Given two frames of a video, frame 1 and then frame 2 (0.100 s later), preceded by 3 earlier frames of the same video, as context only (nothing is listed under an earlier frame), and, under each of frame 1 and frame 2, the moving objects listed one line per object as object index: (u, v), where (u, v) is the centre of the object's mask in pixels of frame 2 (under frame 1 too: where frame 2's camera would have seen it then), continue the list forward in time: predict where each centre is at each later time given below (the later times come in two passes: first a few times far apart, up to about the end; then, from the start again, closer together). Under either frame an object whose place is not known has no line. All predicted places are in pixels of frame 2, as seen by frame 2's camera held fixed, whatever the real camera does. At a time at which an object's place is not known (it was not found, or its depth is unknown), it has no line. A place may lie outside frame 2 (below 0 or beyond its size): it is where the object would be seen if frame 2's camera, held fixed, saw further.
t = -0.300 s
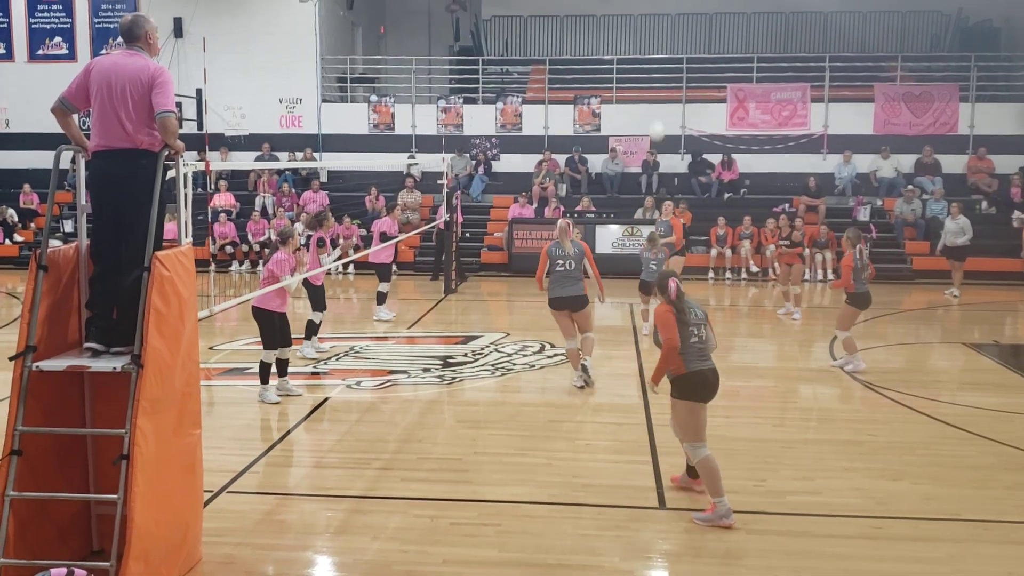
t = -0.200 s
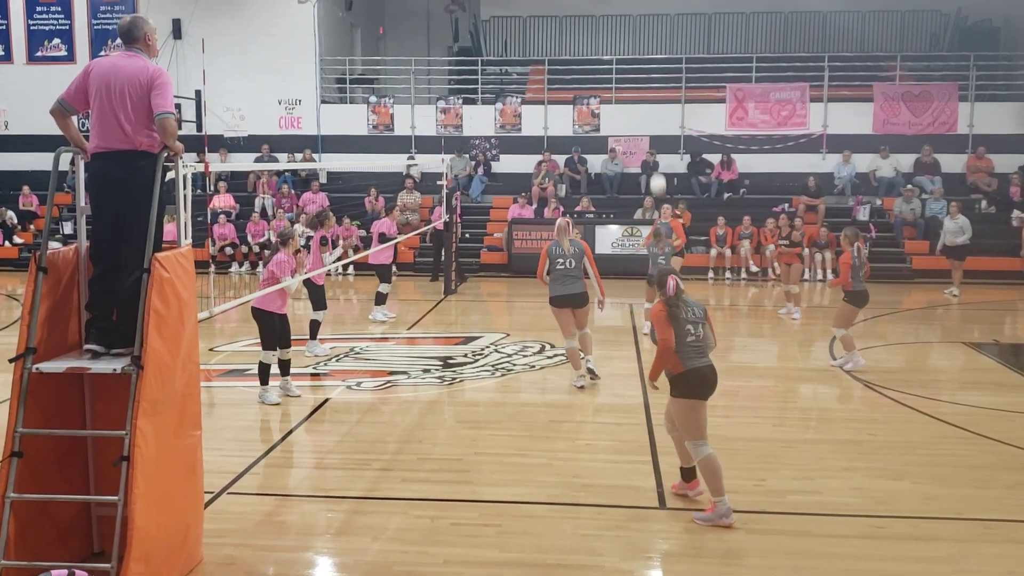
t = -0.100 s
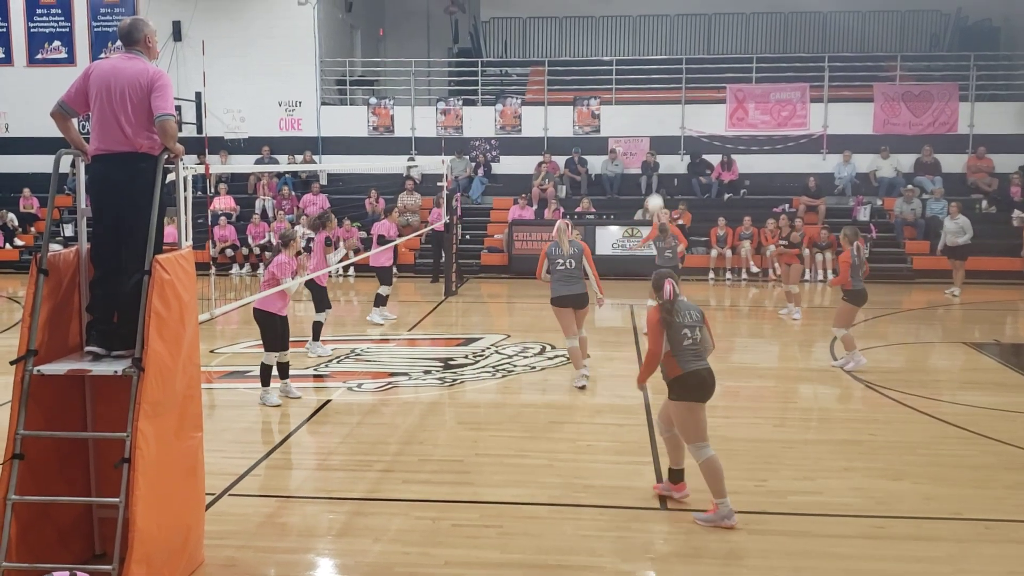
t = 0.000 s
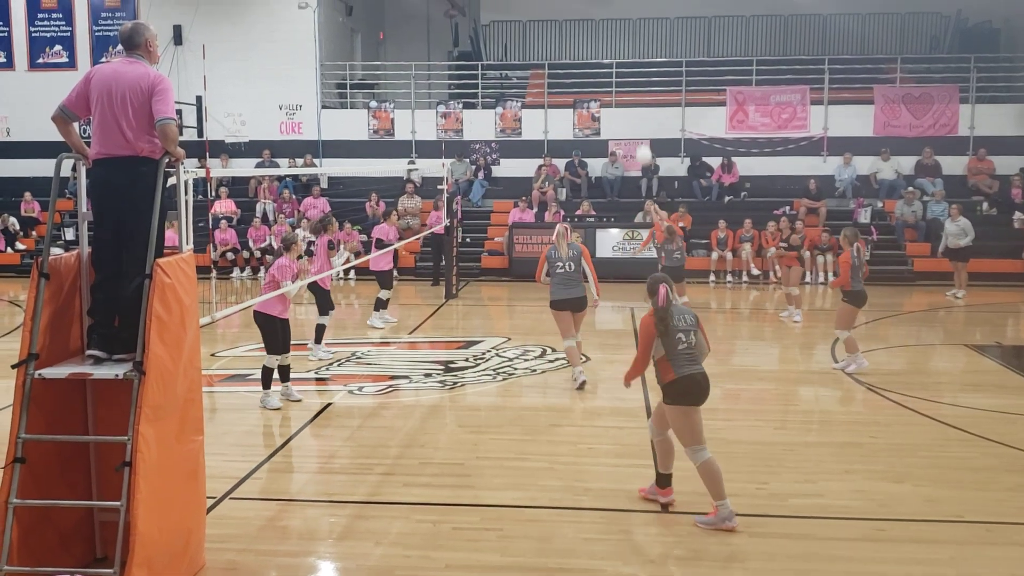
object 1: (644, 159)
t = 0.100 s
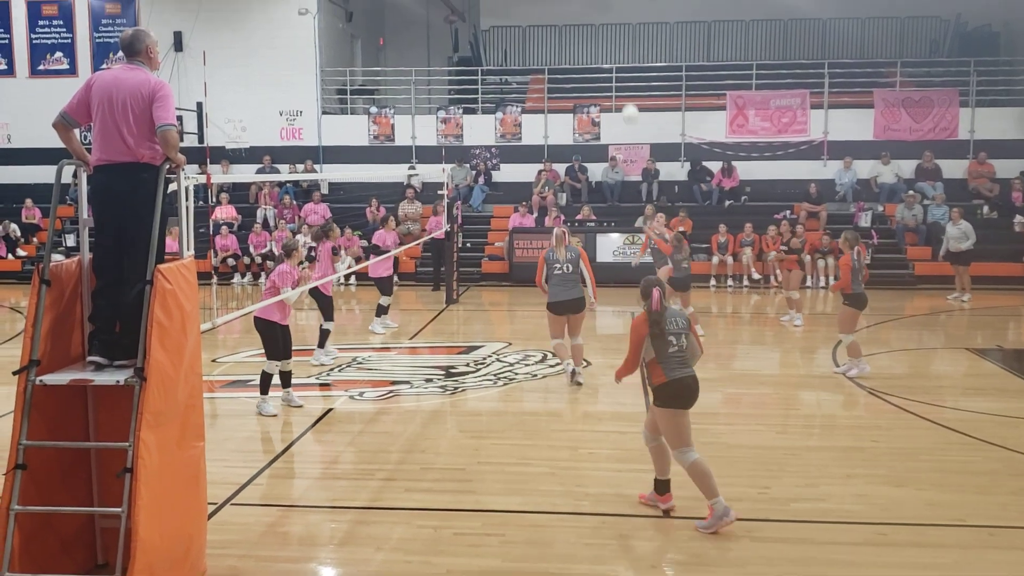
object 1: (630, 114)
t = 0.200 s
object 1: (617, 74)
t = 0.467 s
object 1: (579, 6)
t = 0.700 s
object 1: (542, -4)
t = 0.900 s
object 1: (508, 30)
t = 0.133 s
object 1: (626, 100)
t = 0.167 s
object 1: (621, 87)
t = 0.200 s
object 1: (617, 74)
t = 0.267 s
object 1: (608, 52)
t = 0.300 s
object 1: (603, 42)
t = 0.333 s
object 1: (598, 33)
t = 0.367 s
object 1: (594, 25)
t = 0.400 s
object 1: (589, 18)
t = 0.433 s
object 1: (584, 12)
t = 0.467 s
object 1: (579, 6)
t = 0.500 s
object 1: (574, 2)
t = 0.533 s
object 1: (569, -1)
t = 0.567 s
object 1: (563, -4)
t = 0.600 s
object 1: (558, -5)
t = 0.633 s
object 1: (553, -6)
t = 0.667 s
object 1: (547, -5)
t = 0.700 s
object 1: (542, -4)
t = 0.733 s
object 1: (536, -1)
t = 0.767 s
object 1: (531, 3)
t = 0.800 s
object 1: (525, 8)
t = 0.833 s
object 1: (520, 14)
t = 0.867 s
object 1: (514, 21)
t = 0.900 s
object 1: (508, 30)
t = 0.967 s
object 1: (497, 51)
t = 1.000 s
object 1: (491, 63)
